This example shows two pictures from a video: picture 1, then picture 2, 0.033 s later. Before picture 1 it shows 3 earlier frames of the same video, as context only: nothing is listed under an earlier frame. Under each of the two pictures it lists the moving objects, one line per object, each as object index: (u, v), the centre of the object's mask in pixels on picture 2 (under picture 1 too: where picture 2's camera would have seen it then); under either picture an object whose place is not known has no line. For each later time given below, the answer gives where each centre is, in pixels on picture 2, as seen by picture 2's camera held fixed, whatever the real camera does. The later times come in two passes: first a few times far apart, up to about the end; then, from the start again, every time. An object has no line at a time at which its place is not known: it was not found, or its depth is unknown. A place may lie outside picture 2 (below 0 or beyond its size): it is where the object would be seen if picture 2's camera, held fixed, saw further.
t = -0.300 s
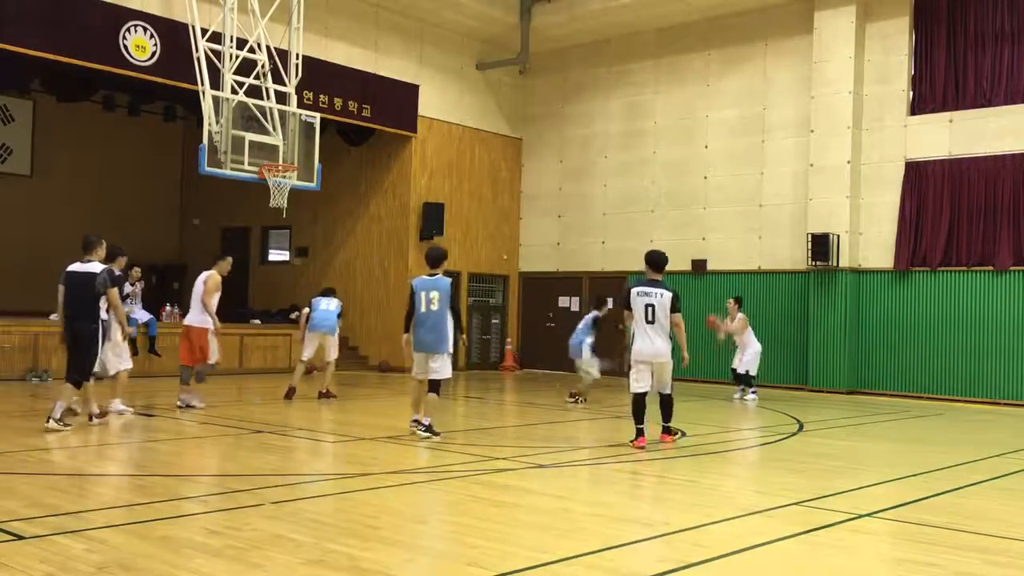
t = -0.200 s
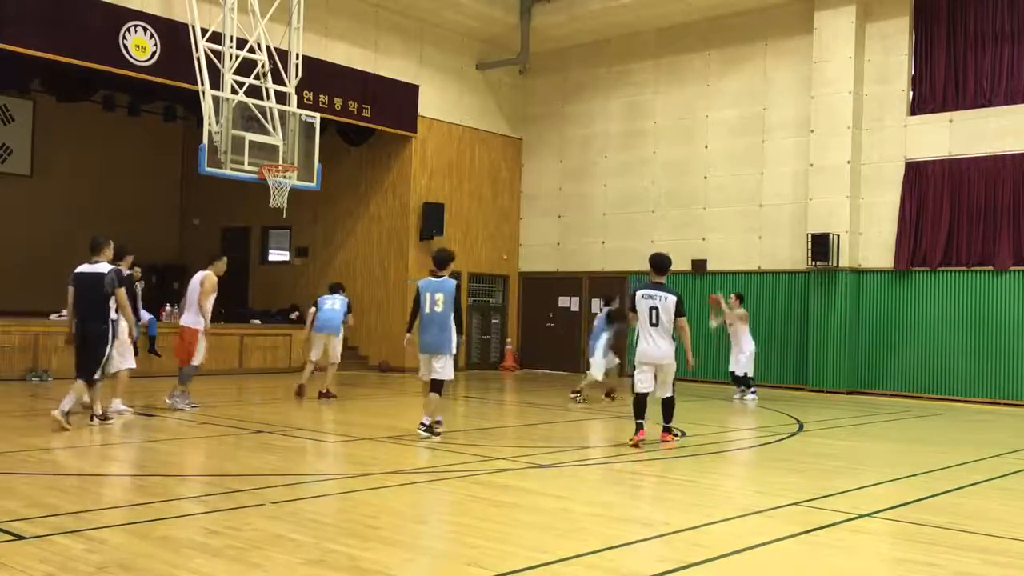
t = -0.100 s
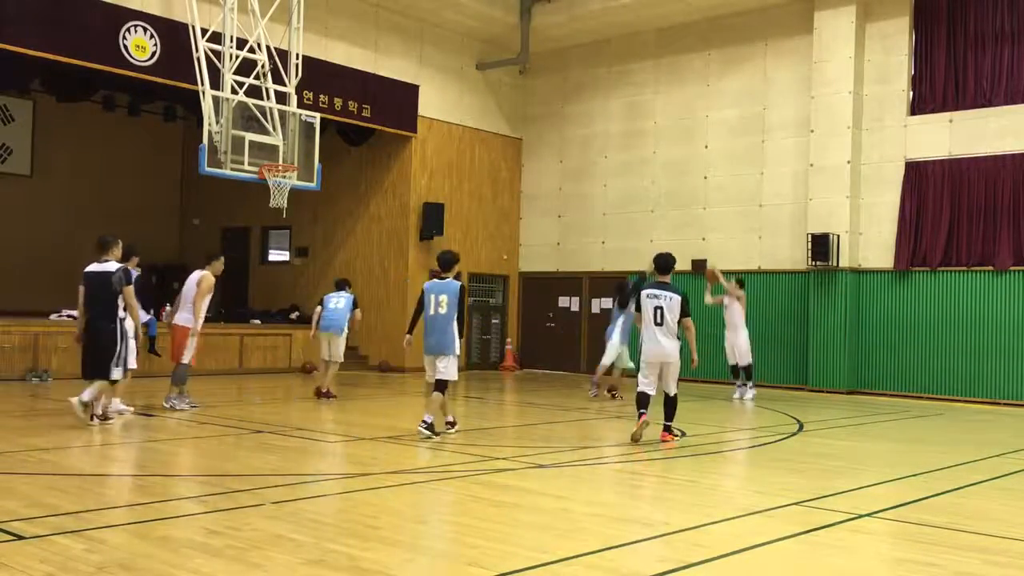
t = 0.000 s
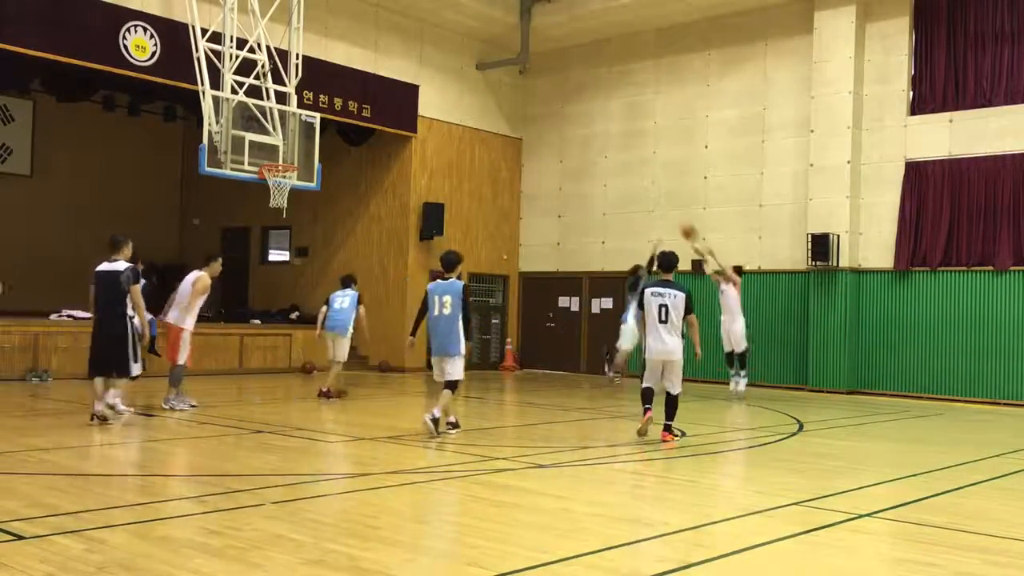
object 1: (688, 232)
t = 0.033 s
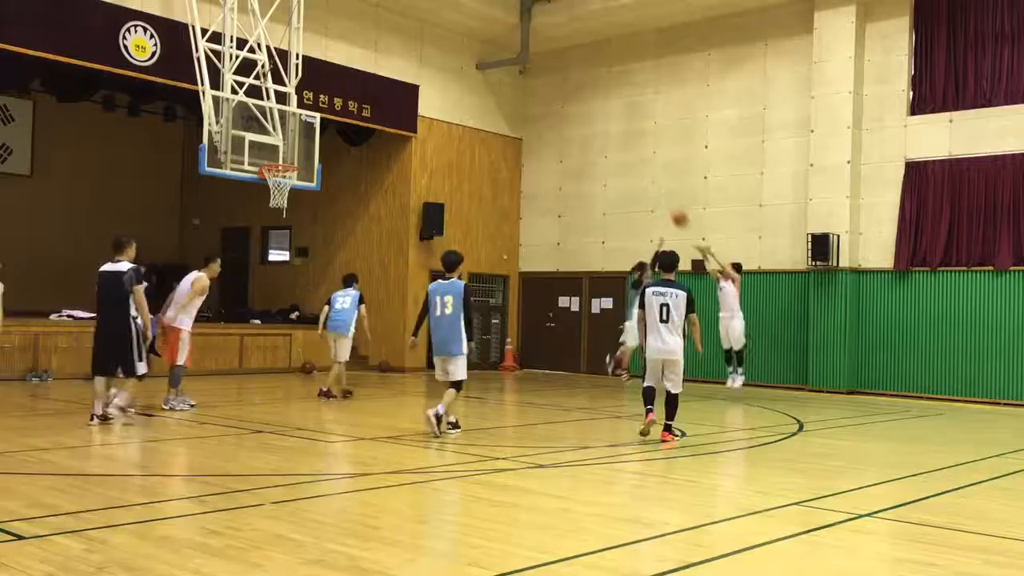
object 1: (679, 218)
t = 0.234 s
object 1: (620, 148)
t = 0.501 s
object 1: (536, 88)
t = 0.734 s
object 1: (462, 76)
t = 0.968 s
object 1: (380, 99)
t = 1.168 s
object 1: (307, 147)
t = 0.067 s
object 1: (669, 205)
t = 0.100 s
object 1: (660, 192)
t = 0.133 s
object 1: (650, 180)
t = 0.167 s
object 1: (640, 169)
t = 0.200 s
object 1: (630, 158)
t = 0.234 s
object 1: (620, 148)
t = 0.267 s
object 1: (610, 138)
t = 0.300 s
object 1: (599, 129)
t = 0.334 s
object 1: (589, 122)
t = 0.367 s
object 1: (579, 115)
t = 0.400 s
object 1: (569, 107)
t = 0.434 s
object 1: (557, 99)
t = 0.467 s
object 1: (547, 94)
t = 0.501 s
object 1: (536, 88)
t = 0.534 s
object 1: (526, 84)
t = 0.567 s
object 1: (516, 81)
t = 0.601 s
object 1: (504, 78)
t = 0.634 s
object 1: (493, 76)
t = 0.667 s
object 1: (483, 75)
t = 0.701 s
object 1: (473, 75)
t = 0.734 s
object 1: (462, 76)
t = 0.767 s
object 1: (450, 77)
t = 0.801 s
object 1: (438, 80)
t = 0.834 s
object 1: (427, 82)
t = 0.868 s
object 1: (416, 84)
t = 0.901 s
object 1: (403, 89)
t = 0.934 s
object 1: (393, 93)
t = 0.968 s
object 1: (380, 99)
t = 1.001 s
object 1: (369, 106)
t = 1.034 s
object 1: (355, 111)
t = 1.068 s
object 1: (343, 121)
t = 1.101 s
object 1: (332, 130)
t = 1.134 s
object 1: (321, 139)
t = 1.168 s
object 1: (307, 147)
